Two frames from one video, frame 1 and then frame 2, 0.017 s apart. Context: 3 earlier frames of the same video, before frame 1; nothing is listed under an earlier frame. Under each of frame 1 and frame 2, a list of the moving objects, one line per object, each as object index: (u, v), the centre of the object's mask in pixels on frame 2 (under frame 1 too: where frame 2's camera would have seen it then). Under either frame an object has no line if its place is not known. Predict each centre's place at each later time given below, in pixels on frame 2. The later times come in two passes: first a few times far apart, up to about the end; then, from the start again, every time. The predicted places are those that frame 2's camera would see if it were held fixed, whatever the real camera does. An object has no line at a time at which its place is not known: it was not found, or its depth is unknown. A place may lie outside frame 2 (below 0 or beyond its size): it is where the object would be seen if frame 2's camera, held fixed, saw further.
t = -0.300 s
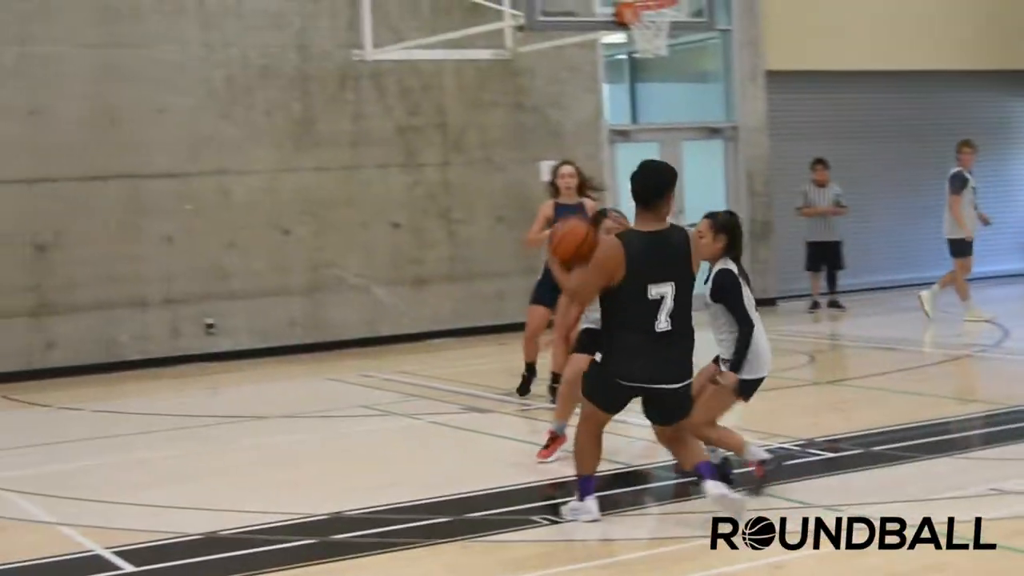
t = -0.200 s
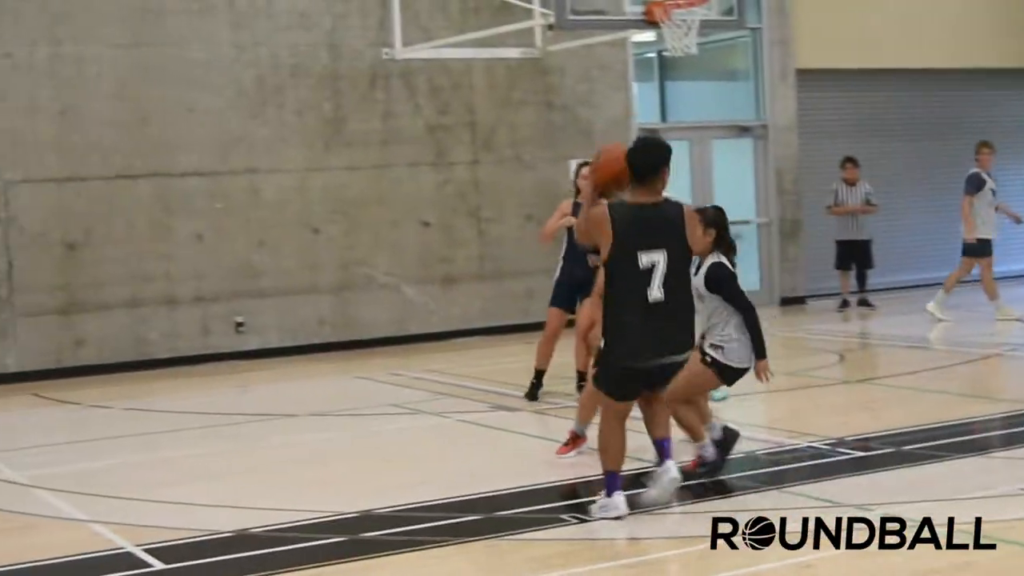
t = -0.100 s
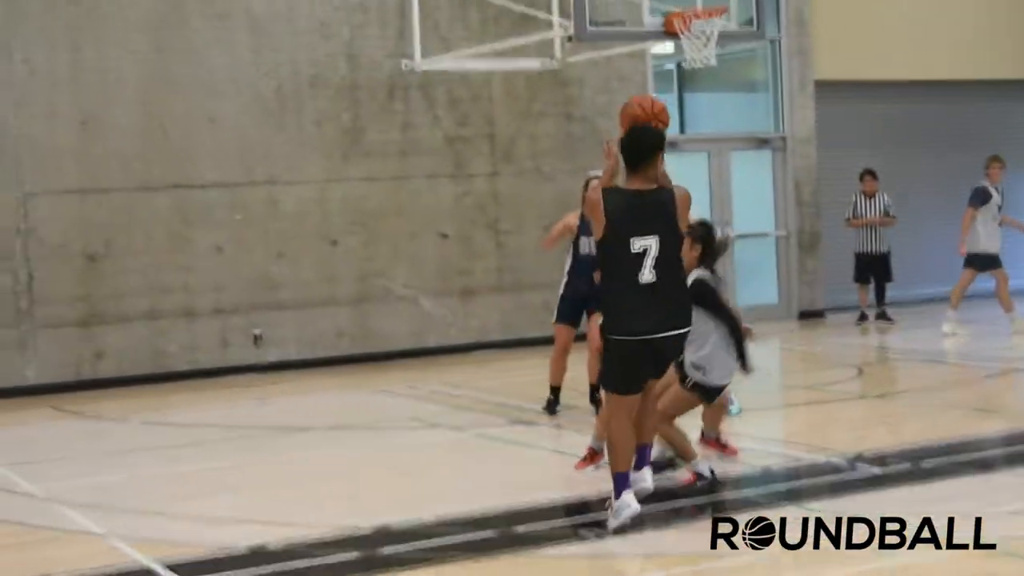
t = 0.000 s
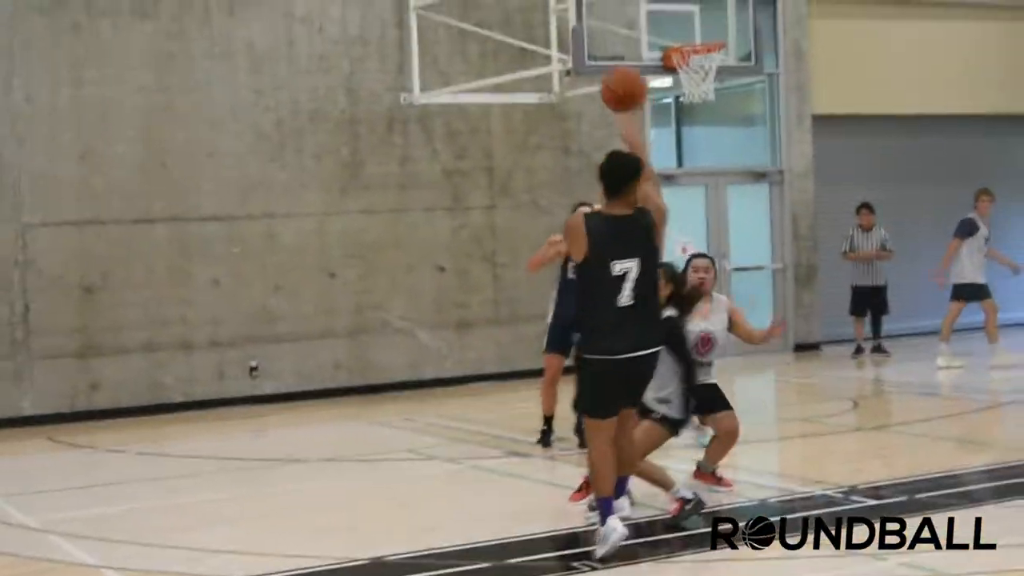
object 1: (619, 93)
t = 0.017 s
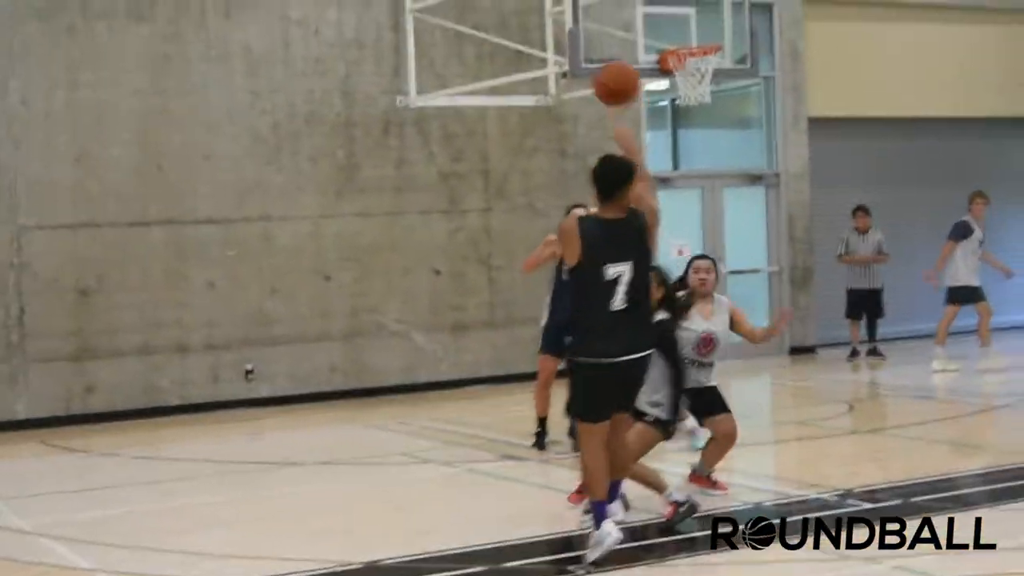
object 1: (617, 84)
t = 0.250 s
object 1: (571, 24)
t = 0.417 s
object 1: (545, 43)
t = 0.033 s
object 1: (612, 75)
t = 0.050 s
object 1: (609, 66)
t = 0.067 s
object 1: (608, 60)
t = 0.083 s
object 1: (604, 54)
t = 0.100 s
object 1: (600, 48)
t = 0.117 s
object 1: (596, 44)
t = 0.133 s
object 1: (593, 39)
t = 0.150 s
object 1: (590, 34)
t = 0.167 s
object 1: (586, 31)
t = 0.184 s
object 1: (583, 29)
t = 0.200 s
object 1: (580, 27)
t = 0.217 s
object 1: (575, 25)
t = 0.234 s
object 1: (573, 24)
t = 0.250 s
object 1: (571, 24)
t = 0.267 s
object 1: (568, 24)
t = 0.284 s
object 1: (565, 24)
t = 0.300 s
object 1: (561, 26)
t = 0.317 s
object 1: (558, 27)
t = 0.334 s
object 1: (555, 28)
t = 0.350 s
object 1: (553, 31)
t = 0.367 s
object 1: (551, 33)
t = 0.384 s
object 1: (549, 36)
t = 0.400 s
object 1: (547, 40)
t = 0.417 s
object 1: (545, 43)
